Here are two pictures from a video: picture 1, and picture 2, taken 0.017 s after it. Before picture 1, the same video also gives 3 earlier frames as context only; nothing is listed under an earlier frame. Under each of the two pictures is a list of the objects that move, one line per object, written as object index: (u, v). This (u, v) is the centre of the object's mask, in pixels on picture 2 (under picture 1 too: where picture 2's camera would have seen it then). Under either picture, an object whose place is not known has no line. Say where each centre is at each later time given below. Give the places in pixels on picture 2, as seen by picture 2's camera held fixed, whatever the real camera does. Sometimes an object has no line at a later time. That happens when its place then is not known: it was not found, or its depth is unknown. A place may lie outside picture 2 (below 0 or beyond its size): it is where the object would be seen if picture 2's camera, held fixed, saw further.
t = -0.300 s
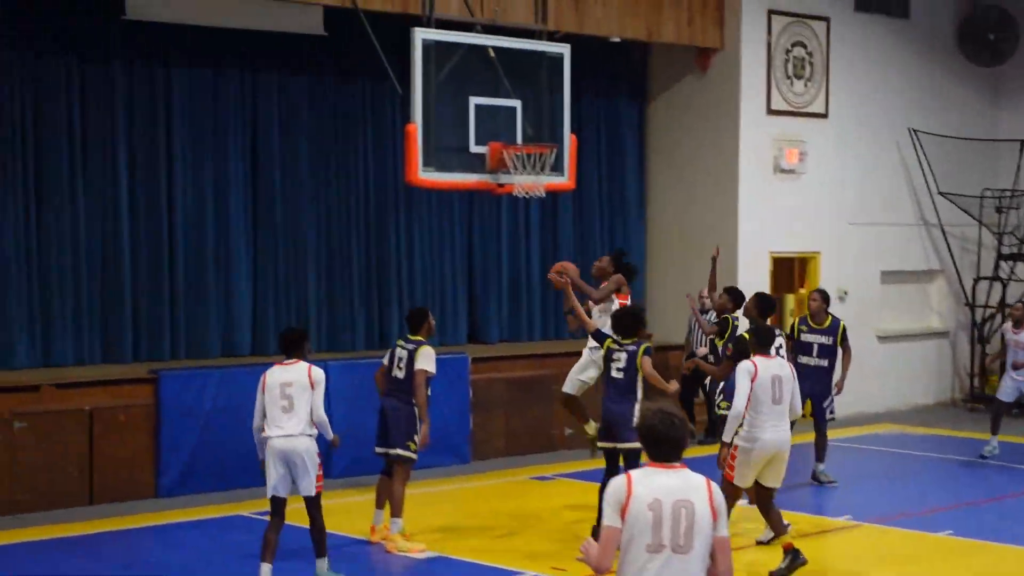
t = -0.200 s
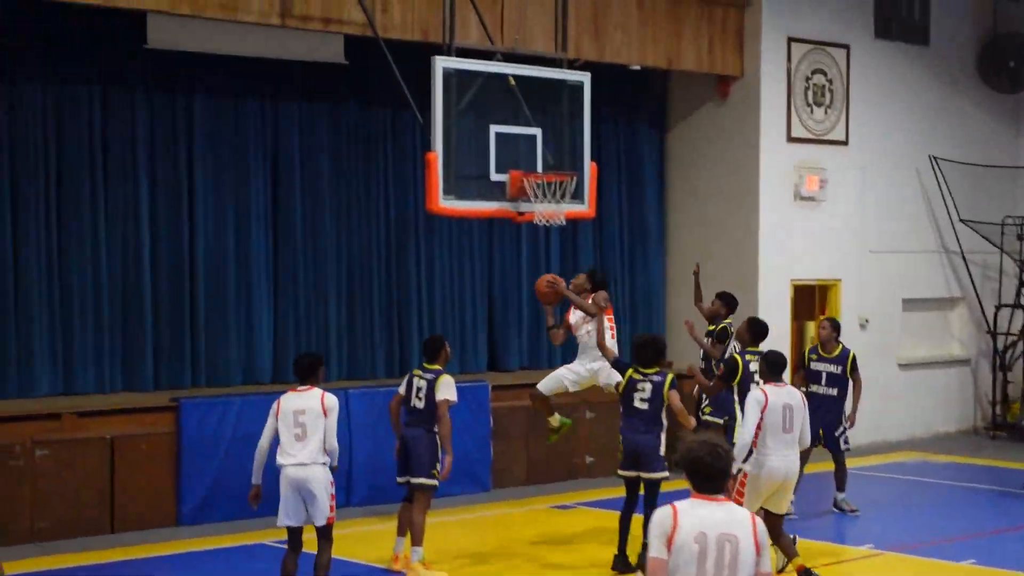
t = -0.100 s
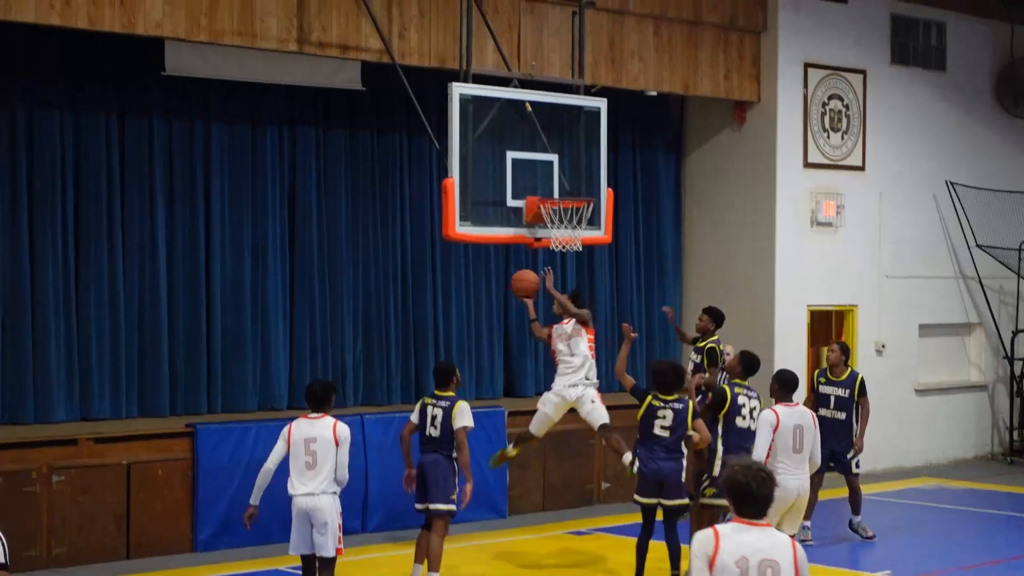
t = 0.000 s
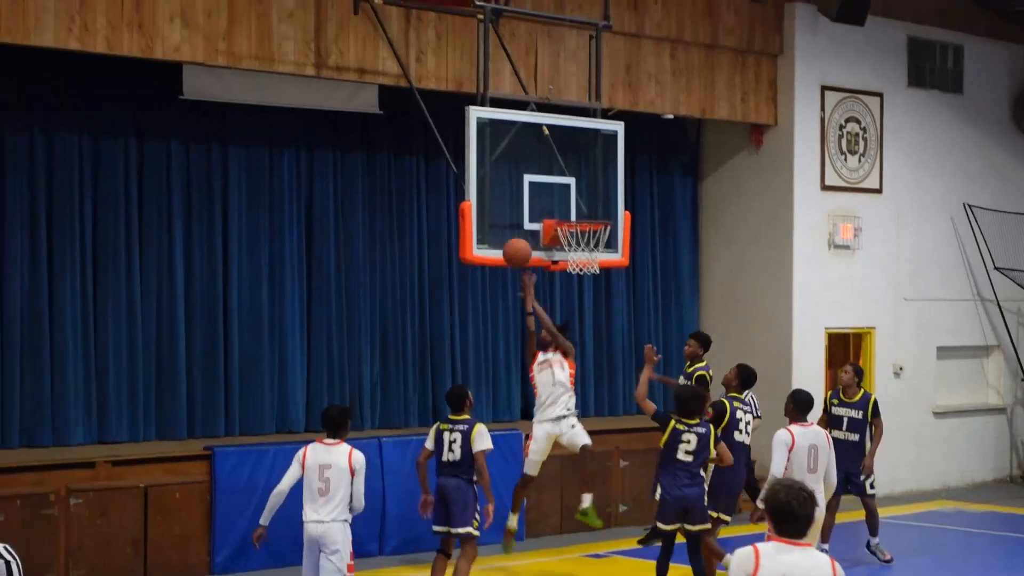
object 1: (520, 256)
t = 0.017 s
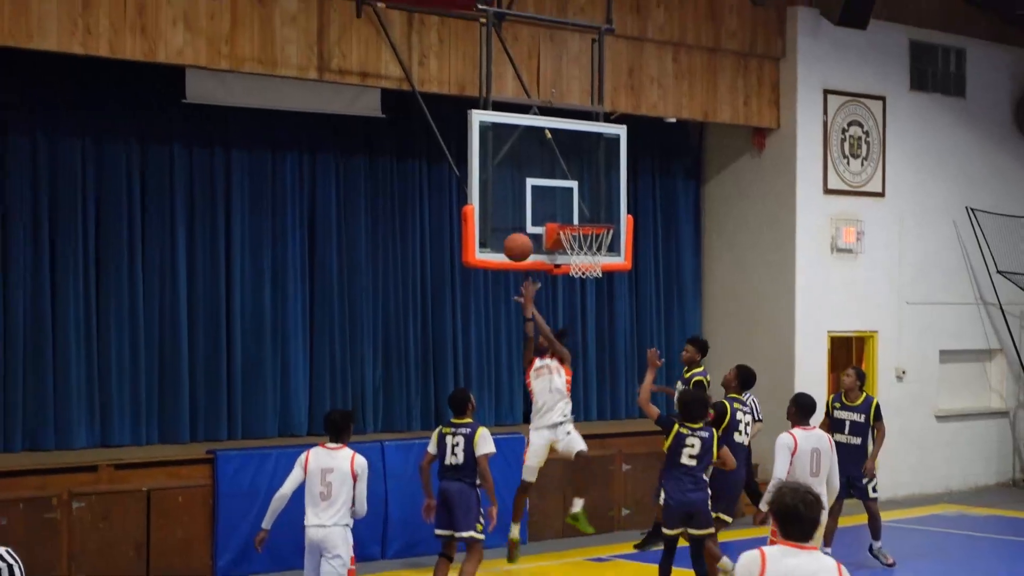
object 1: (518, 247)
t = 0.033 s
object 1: (516, 239)
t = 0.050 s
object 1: (514, 230)
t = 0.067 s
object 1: (512, 222)
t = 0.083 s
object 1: (510, 215)
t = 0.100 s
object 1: (508, 207)
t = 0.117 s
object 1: (507, 201)
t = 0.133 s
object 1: (505, 195)
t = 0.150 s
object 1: (504, 189)
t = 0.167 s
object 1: (506, 184)
